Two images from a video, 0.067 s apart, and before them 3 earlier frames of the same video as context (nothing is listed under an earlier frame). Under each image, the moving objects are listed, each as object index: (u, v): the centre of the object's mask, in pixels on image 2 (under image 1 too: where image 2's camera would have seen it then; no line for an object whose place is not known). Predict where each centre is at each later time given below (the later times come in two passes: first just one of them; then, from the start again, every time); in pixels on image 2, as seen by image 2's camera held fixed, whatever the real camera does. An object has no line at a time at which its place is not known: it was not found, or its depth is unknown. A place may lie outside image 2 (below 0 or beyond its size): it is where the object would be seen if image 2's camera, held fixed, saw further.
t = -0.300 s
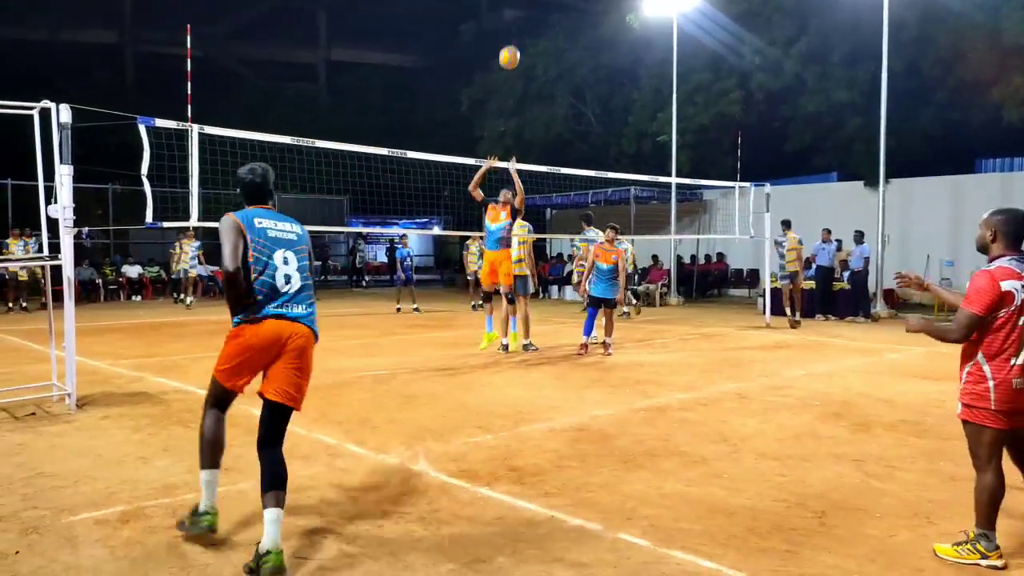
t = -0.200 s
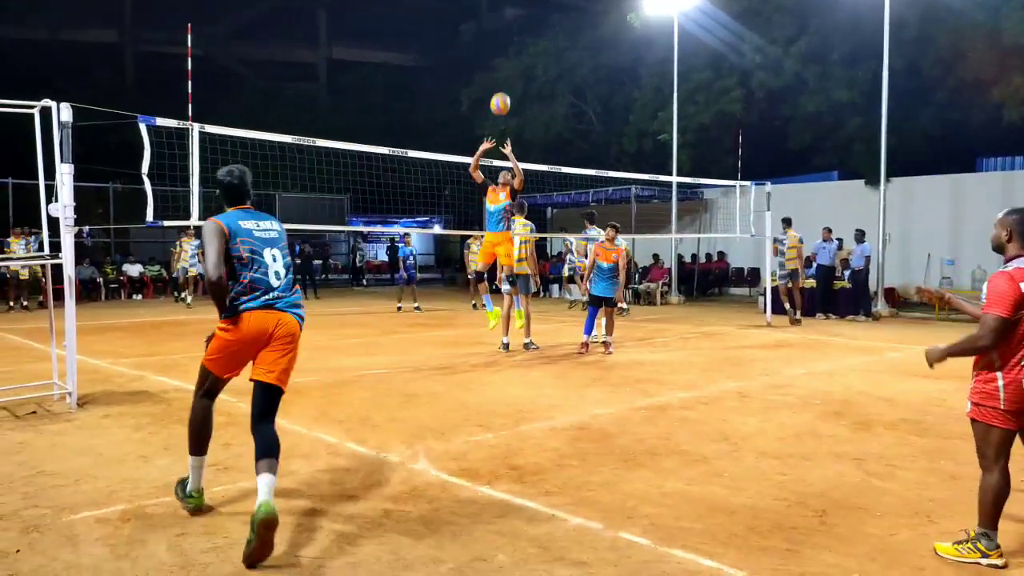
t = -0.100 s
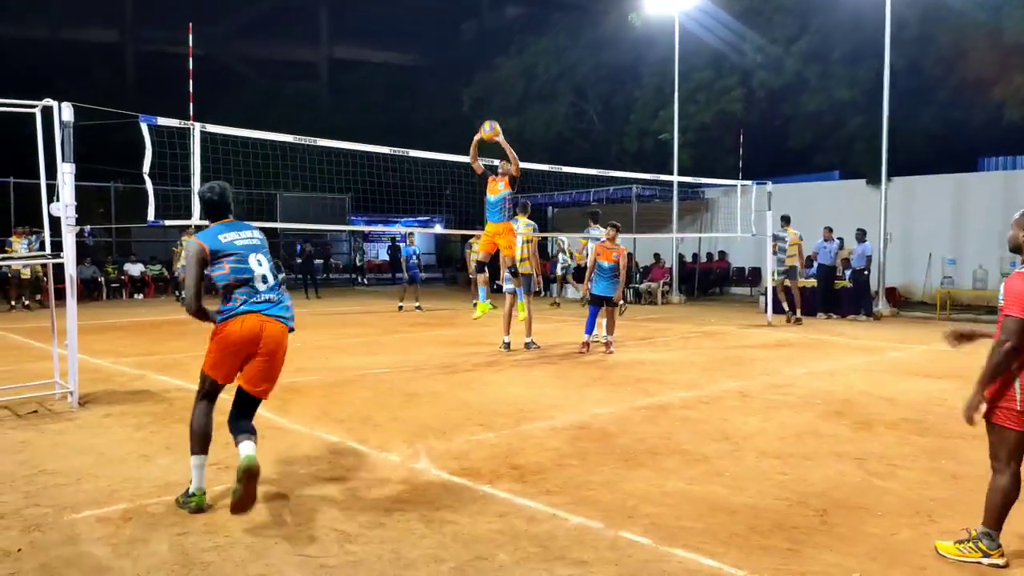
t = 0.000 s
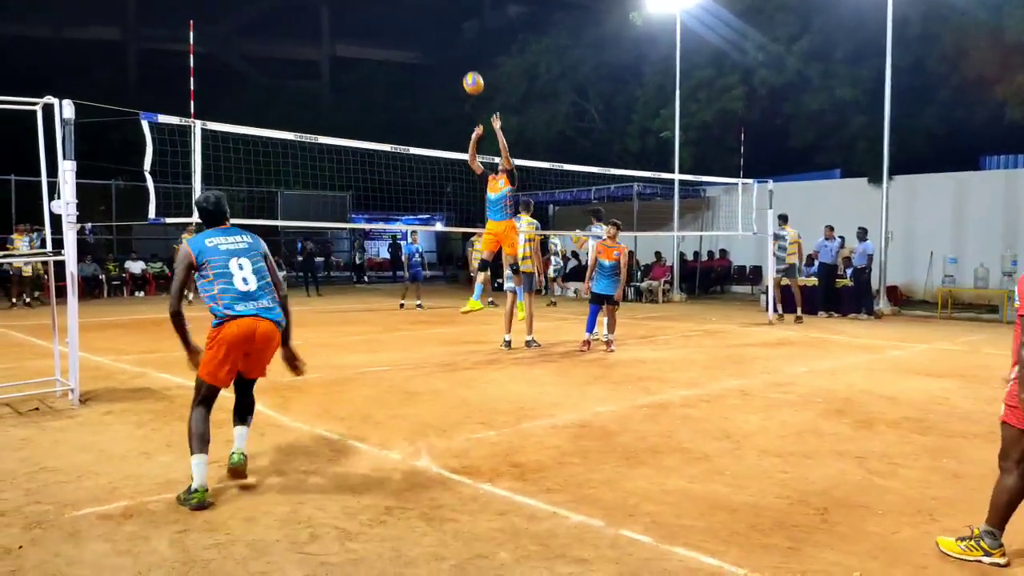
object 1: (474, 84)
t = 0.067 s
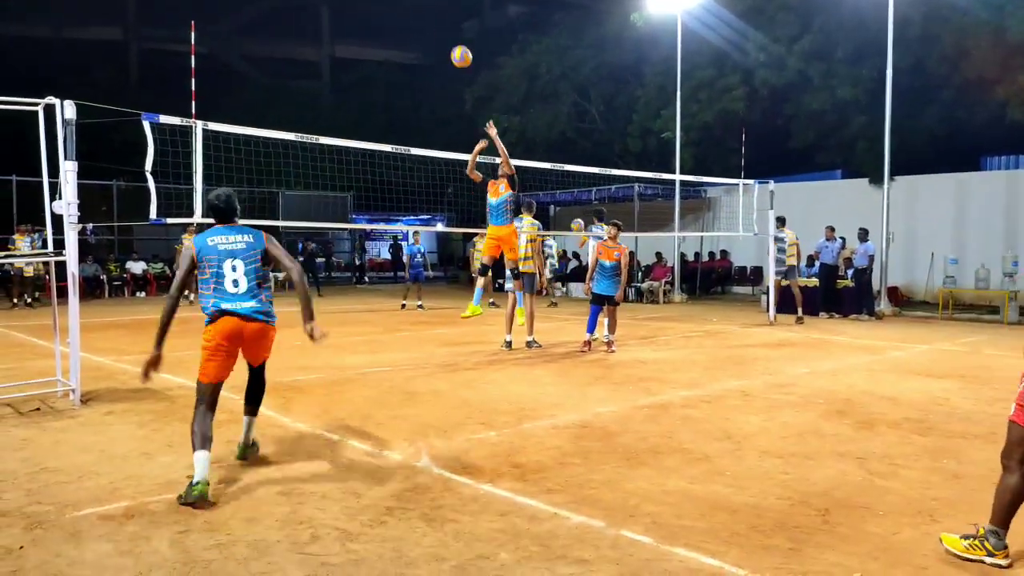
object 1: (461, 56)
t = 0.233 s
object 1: (428, 7)
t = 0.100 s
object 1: (454, 44)
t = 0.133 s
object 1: (448, 33)
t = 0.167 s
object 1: (441, 23)
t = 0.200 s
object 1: (434, 13)
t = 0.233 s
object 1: (428, 7)
